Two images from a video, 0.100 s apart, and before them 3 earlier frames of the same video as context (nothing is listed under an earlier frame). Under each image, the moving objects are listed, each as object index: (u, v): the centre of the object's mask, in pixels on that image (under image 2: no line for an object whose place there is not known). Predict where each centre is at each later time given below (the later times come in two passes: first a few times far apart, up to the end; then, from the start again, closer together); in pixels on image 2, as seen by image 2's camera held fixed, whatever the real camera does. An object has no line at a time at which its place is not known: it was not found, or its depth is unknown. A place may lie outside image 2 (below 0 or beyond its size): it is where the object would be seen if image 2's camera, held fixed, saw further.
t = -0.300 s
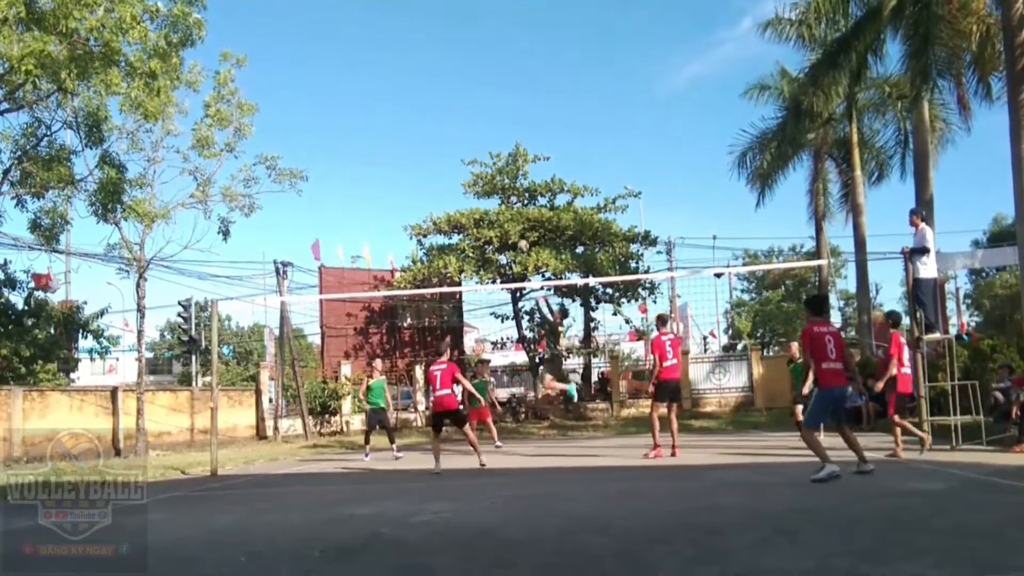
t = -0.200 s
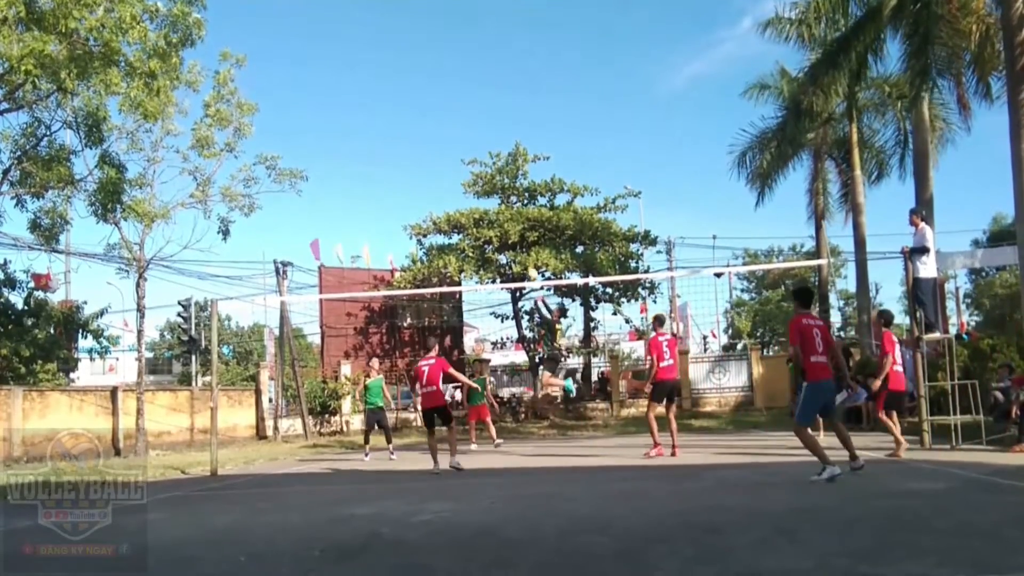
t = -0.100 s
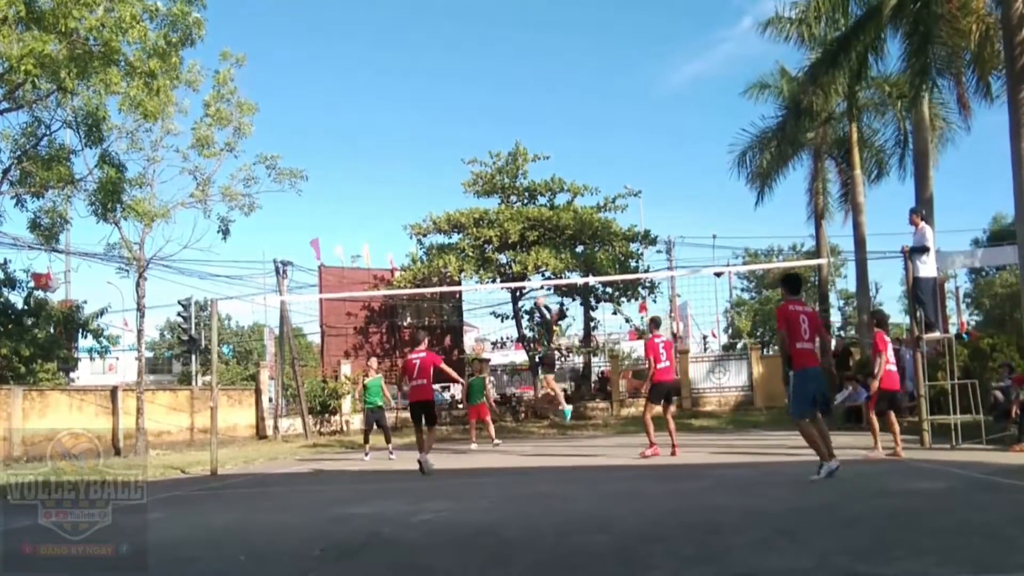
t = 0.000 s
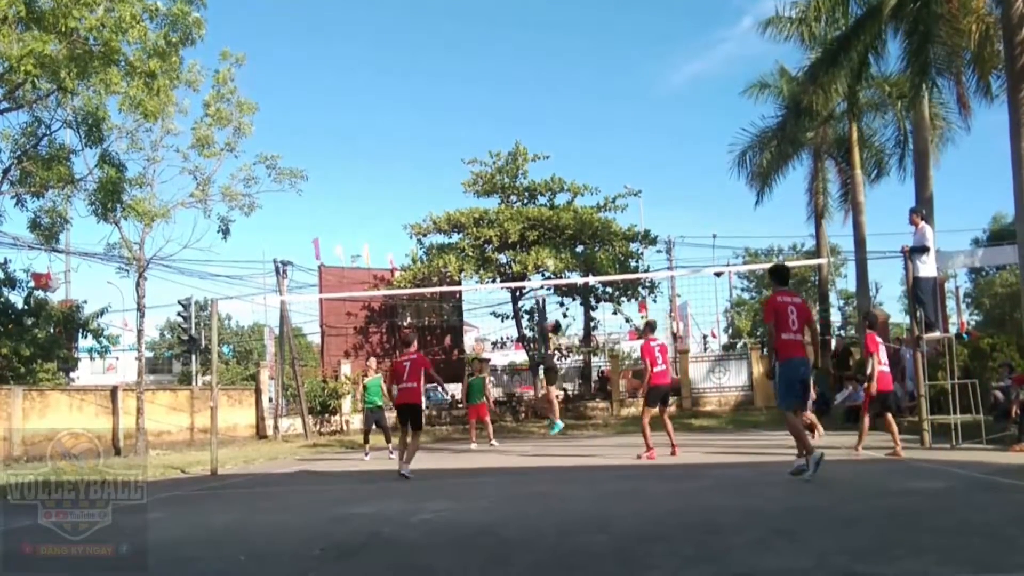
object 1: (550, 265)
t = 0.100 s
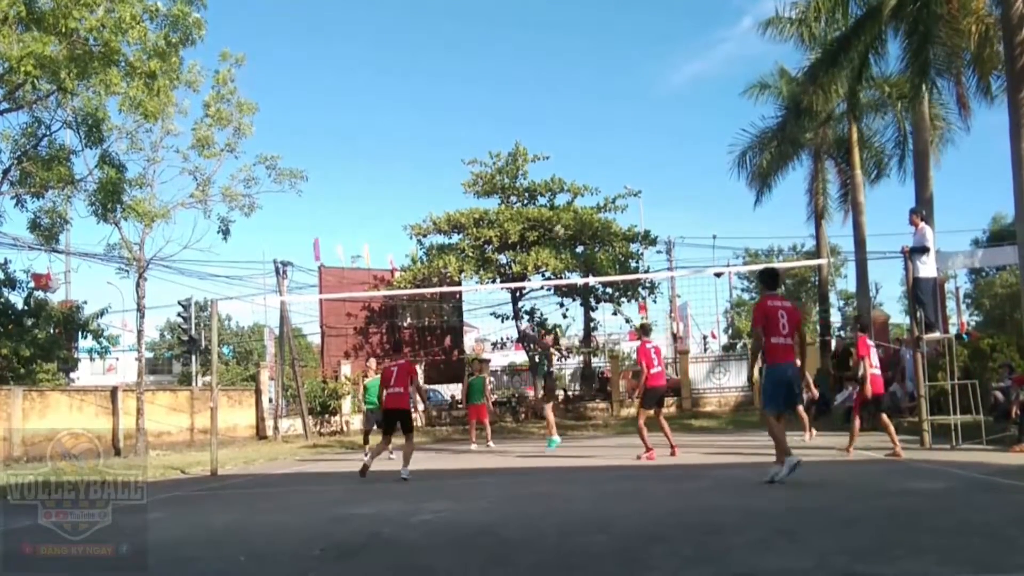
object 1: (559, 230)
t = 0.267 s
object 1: (575, 188)
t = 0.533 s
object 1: (605, 156)
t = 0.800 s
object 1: (636, 169)
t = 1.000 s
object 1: (660, 211)
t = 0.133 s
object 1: (562, 218)
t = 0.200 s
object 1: (567, 204)
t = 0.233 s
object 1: (572, 196)
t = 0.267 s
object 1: (575, 188)
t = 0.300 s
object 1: (580, 181)
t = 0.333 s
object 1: (583, 177)
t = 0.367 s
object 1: (587, 171)
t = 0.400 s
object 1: (590, 167)
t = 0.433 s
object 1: (594, 163)
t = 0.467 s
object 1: (598, 160)
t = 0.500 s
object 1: (601, 158)
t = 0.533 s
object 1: (605, 156)
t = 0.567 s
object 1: (609, 155)
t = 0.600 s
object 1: (613, 155)
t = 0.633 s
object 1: (617, 156)
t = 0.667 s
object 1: (620, 157)
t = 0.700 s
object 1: (624, 159)
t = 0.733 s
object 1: (628, 162)
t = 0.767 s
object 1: (632, 165)
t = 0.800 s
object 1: (636, 169)
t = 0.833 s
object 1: (640, 174)
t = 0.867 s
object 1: (644, 180)
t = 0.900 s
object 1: (648, 186)
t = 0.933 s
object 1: (651, 193)
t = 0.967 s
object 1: (656, 202)
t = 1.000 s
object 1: (660, 211)
